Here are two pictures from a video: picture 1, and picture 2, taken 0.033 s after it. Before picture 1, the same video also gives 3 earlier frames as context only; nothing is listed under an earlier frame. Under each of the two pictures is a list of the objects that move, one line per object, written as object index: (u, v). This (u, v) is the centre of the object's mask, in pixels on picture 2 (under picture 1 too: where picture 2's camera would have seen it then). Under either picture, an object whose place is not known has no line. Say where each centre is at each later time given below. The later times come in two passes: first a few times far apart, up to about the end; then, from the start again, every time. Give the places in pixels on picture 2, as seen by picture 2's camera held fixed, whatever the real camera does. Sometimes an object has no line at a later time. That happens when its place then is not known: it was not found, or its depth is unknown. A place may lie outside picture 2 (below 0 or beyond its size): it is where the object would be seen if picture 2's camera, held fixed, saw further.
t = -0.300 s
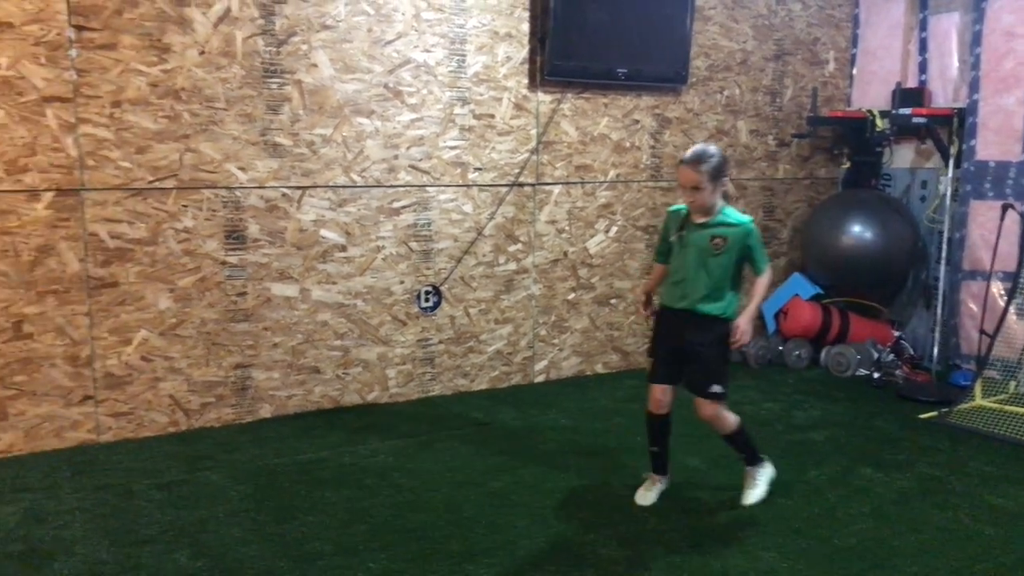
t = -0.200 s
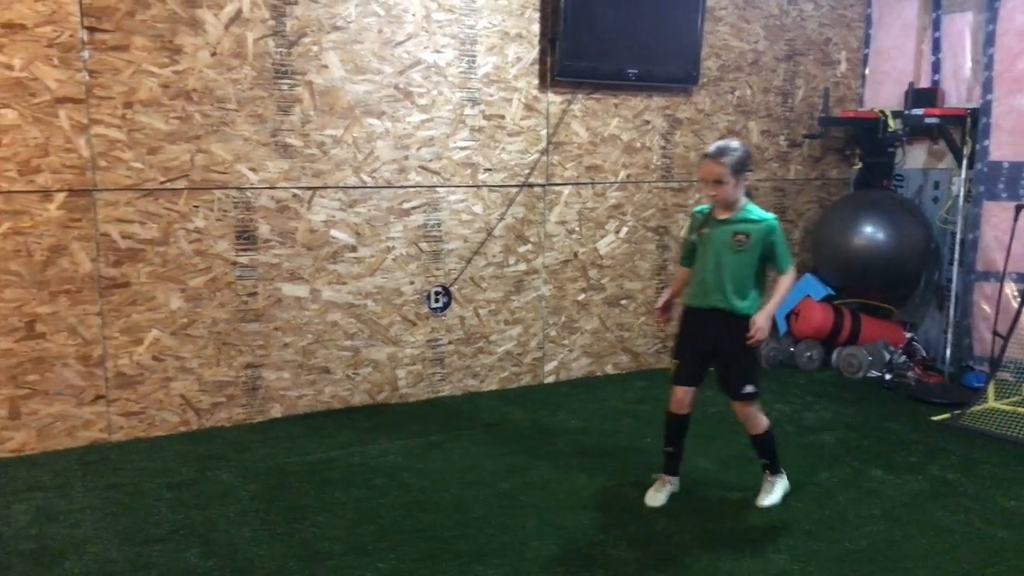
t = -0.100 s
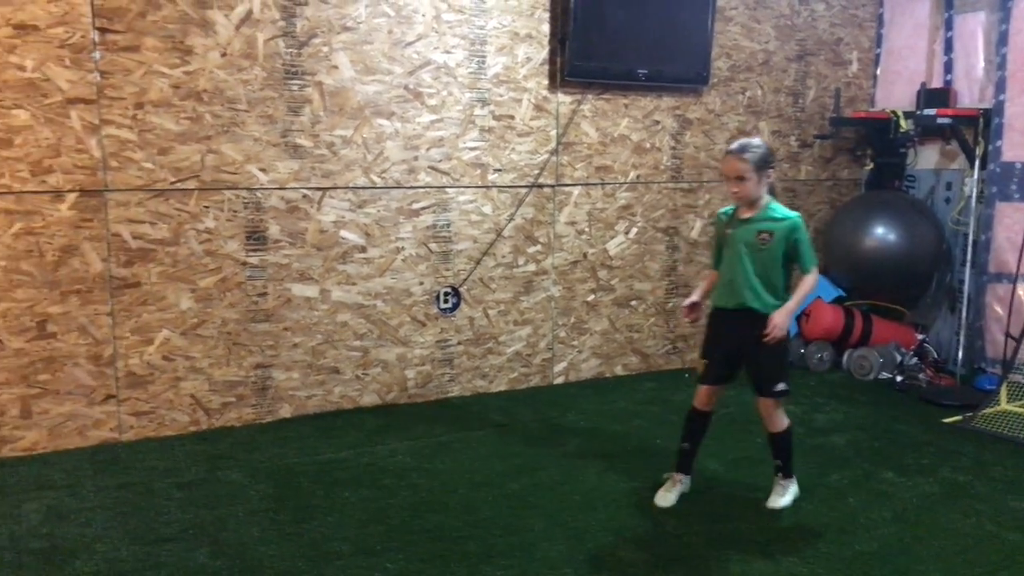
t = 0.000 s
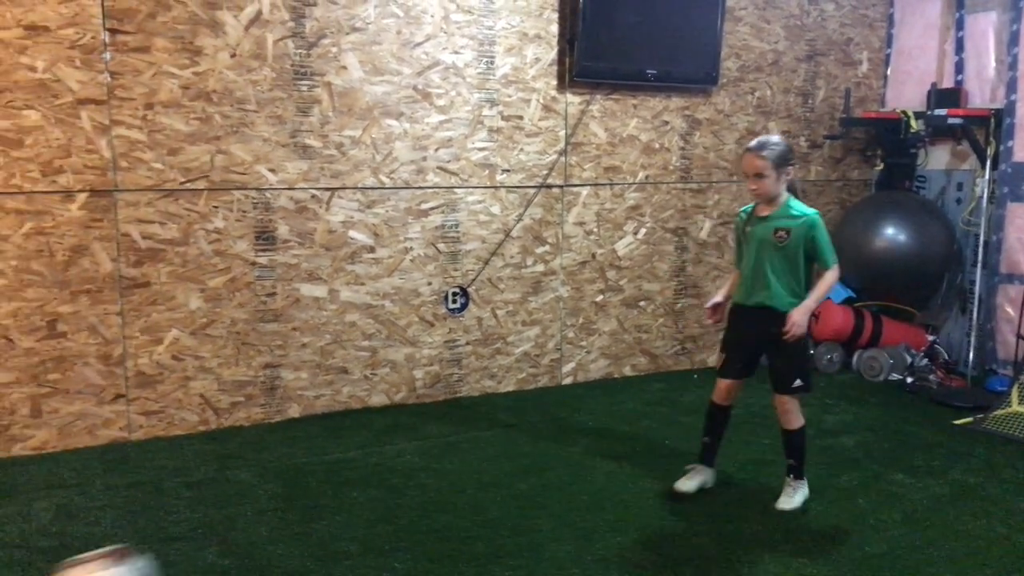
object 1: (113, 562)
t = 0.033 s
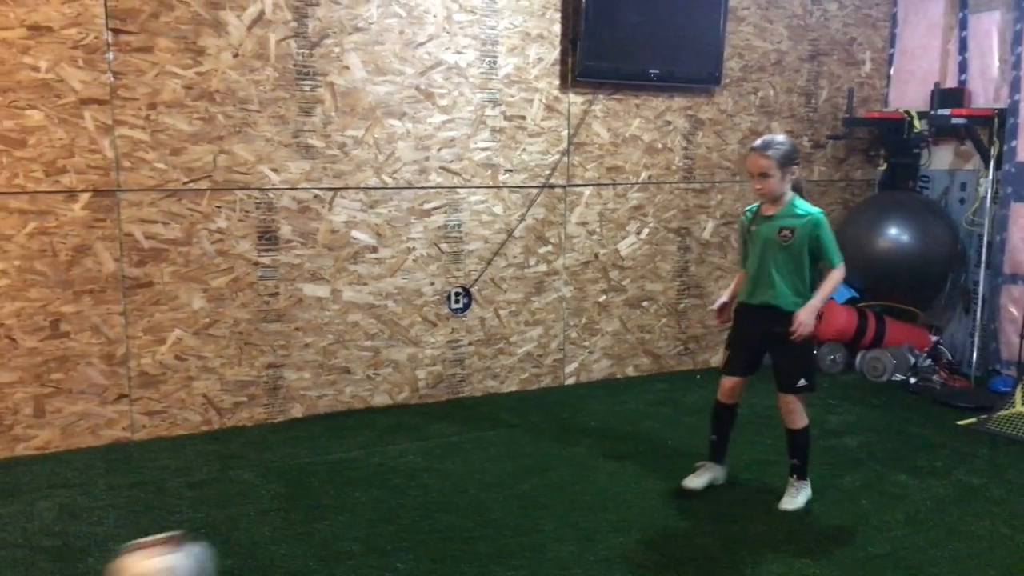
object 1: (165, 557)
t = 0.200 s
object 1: (367, 525)
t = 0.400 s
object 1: (510, 487)
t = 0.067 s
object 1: (215, 553)
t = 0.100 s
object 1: (263, 549)
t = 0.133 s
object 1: (305, 545)
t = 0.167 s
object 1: (337, 535)
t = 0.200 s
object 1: (367, 525)
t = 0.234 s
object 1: (396, 517)
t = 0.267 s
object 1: (424, 511)
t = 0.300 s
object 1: (449, 503)
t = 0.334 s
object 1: (470, 496)
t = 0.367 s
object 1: (490, 490)
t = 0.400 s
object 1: (510, 487)
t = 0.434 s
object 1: (526, 481)
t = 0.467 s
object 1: (541, 475)
